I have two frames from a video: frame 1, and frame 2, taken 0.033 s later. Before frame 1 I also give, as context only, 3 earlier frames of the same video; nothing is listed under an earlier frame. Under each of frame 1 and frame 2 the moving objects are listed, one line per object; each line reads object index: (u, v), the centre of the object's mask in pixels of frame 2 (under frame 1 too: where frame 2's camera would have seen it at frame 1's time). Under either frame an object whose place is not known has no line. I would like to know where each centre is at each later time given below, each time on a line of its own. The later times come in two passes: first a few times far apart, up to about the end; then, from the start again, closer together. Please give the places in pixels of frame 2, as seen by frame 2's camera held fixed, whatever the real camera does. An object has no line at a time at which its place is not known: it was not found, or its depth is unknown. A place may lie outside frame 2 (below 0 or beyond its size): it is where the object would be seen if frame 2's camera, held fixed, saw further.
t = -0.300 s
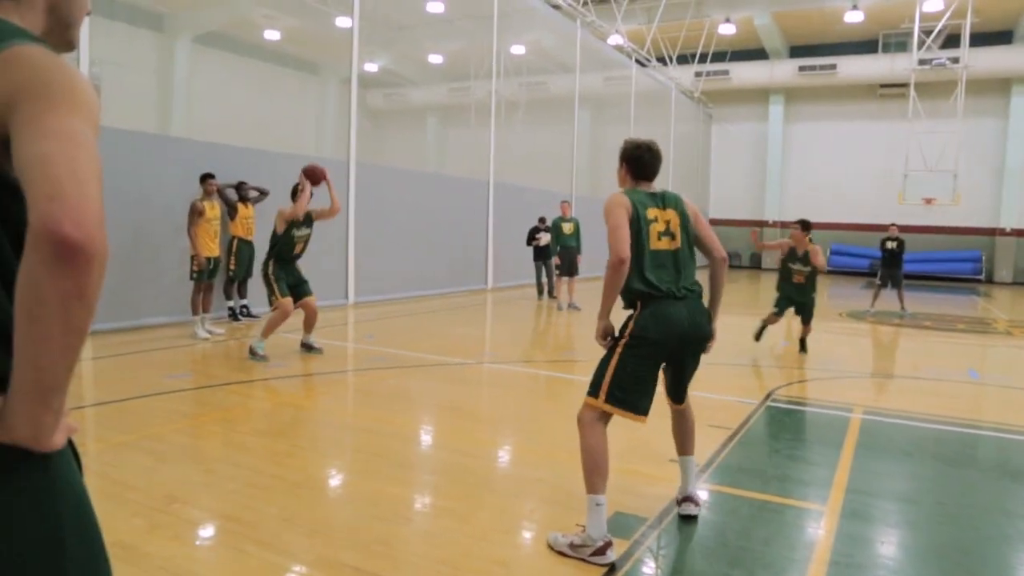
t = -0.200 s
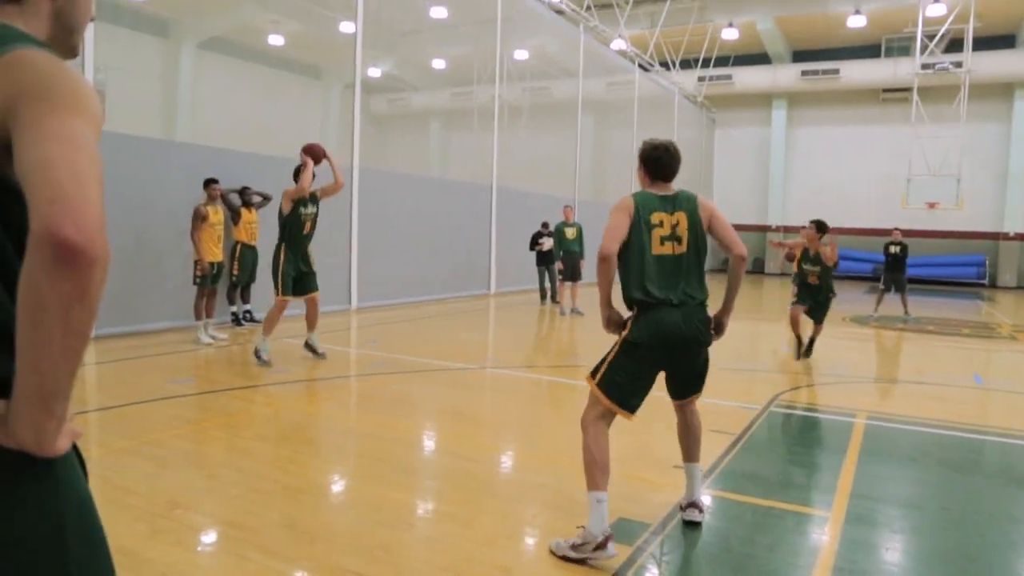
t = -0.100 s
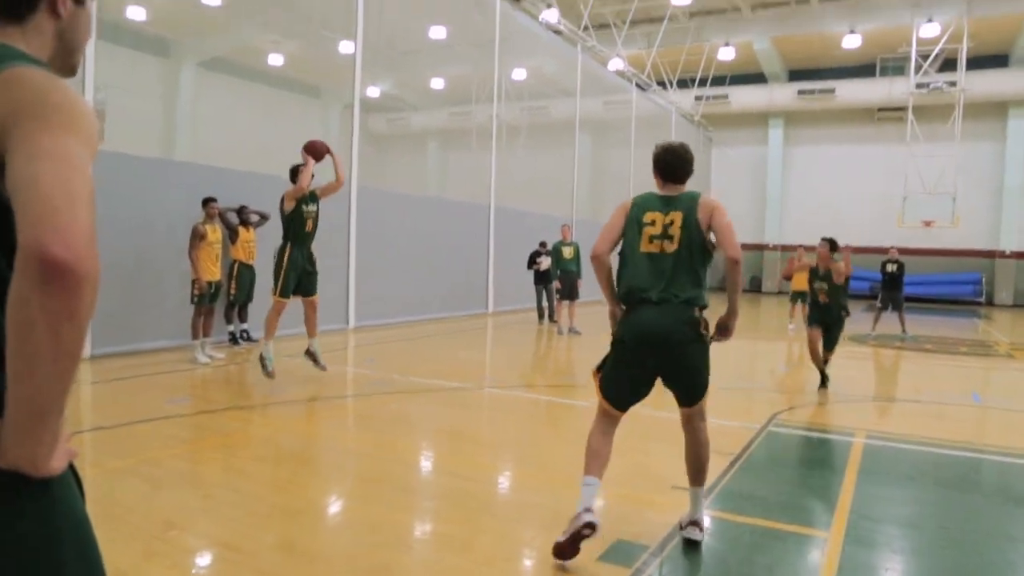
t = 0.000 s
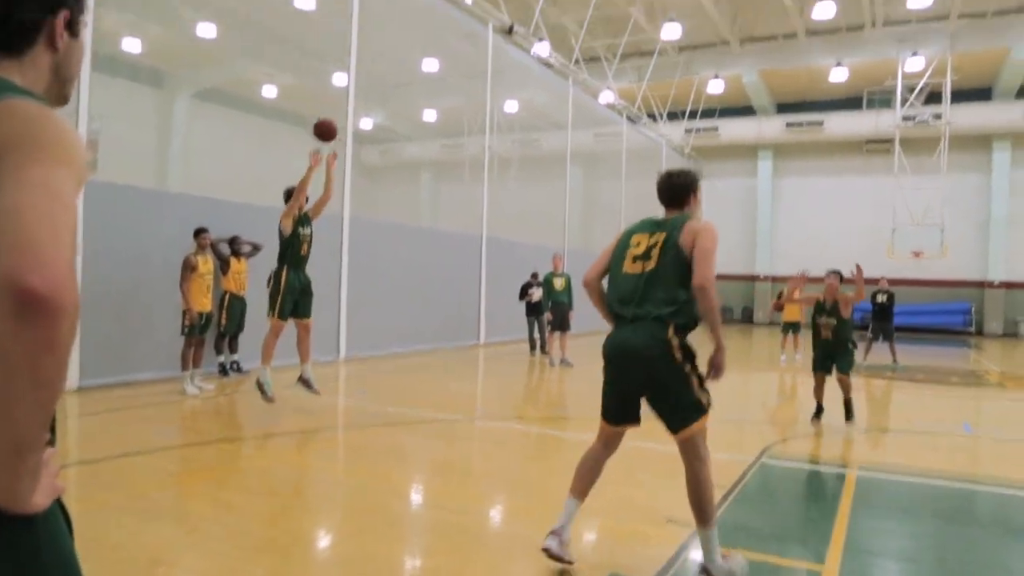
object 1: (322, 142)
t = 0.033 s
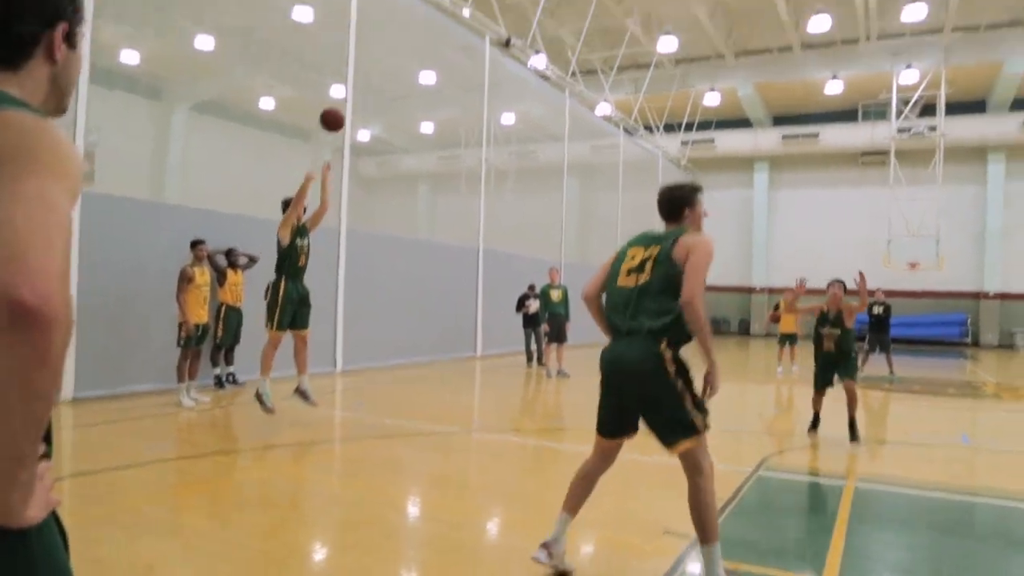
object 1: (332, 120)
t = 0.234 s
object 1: (397, -8)
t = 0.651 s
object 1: (601, -227)
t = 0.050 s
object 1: (337, 108)
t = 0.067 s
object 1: (341, 99)
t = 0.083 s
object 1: (347, 86)
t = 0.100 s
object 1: (352, 76)
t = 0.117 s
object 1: (357, 66)
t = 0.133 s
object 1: (363, 55)
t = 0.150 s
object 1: (368, 44)
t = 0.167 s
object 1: (373, 34)
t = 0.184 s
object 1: (379, 23)
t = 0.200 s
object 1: (385, 13)
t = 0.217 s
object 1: (391, 3)
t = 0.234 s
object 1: (397, -8)
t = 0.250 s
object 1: (403, -18)
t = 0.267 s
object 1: (409, -28)
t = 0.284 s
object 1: (415, -38)
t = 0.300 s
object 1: (421, -48)
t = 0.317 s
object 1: (428, -57)
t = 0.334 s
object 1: (434, -67)
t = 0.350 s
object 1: (441, -76)
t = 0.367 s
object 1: (448, -86)
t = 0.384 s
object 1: (455, -95)
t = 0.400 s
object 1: (462, -104)
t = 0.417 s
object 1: (470, -113)
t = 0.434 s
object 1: (477, -123)
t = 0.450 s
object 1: (485, -131)
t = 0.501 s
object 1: (510, -157)
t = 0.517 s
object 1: (519, -166)
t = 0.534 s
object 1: (528, -174)
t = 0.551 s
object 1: (538, -182)
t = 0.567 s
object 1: (547, -190)
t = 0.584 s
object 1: (558, -198)
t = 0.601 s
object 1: (568, -206)
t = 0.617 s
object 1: (579, -213)
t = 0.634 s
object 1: (589, -221)
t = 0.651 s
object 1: (601, -227)
